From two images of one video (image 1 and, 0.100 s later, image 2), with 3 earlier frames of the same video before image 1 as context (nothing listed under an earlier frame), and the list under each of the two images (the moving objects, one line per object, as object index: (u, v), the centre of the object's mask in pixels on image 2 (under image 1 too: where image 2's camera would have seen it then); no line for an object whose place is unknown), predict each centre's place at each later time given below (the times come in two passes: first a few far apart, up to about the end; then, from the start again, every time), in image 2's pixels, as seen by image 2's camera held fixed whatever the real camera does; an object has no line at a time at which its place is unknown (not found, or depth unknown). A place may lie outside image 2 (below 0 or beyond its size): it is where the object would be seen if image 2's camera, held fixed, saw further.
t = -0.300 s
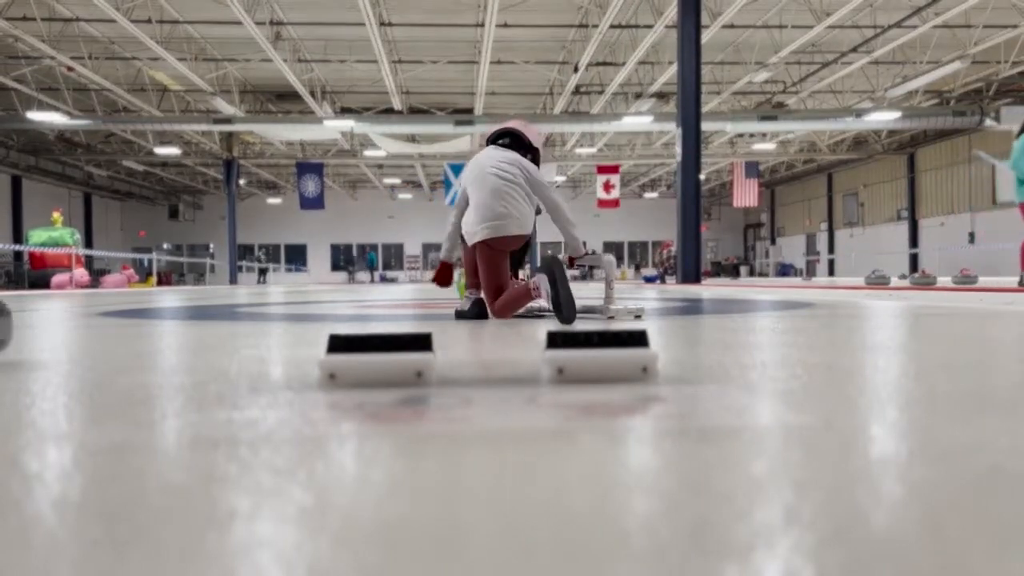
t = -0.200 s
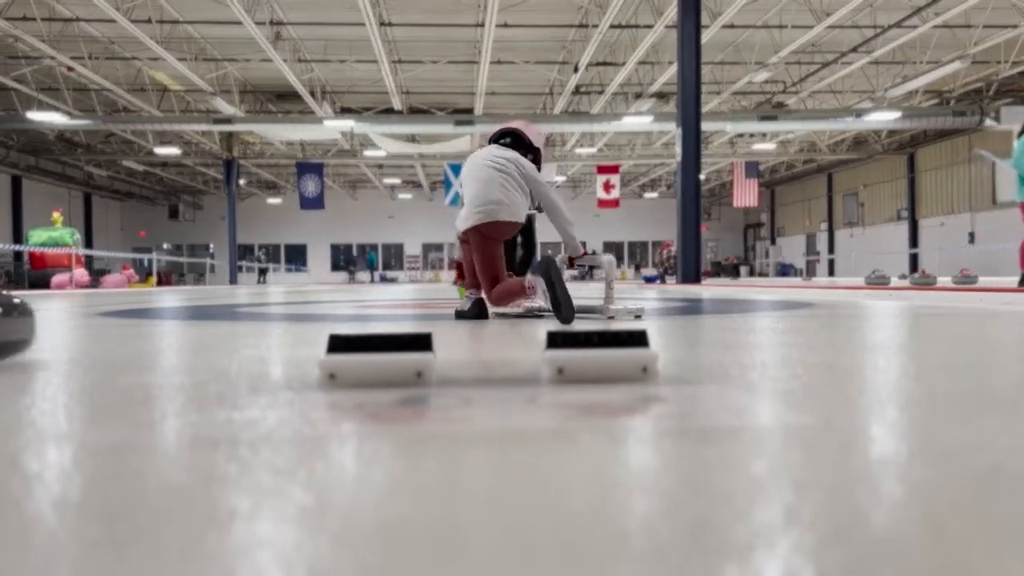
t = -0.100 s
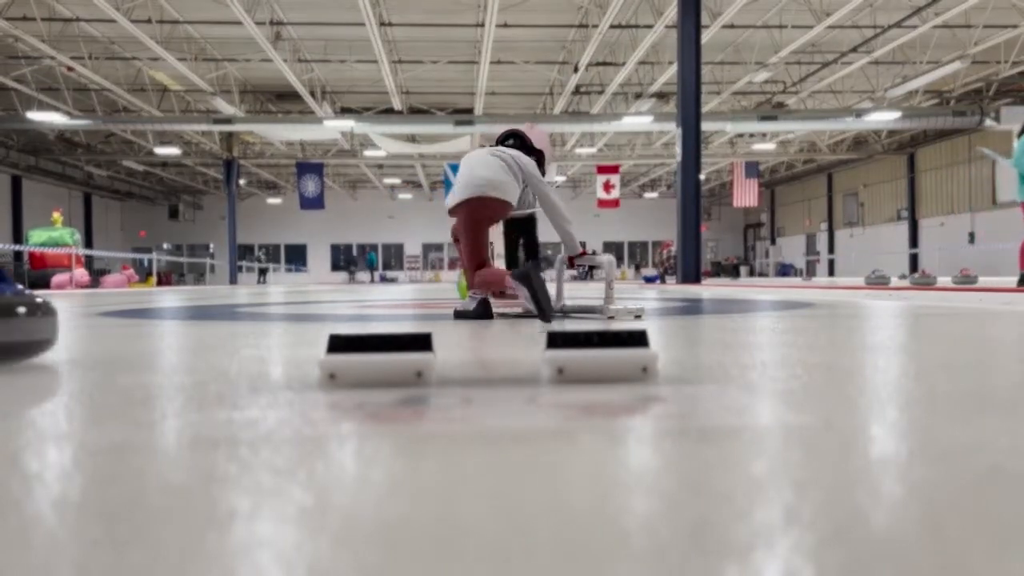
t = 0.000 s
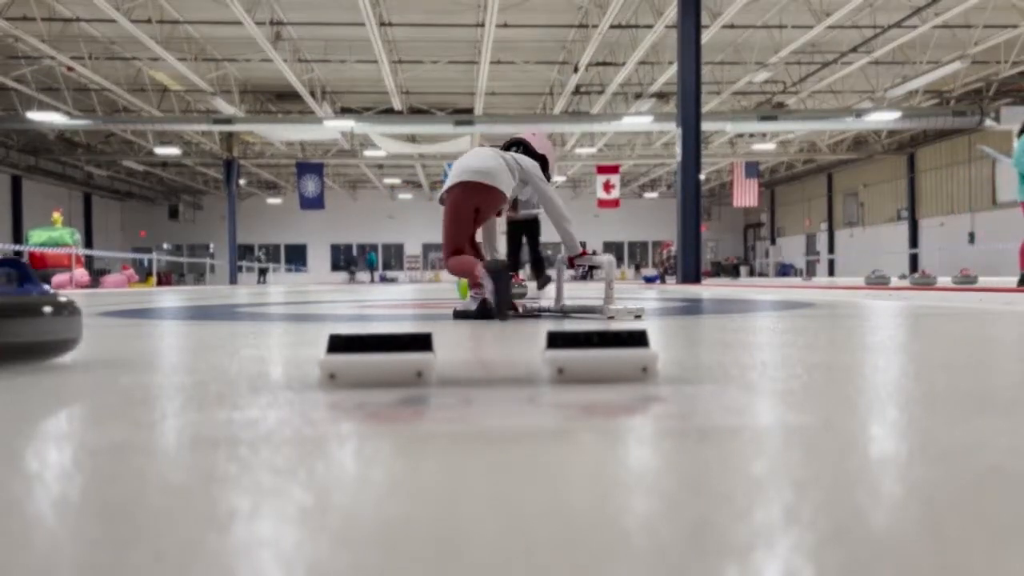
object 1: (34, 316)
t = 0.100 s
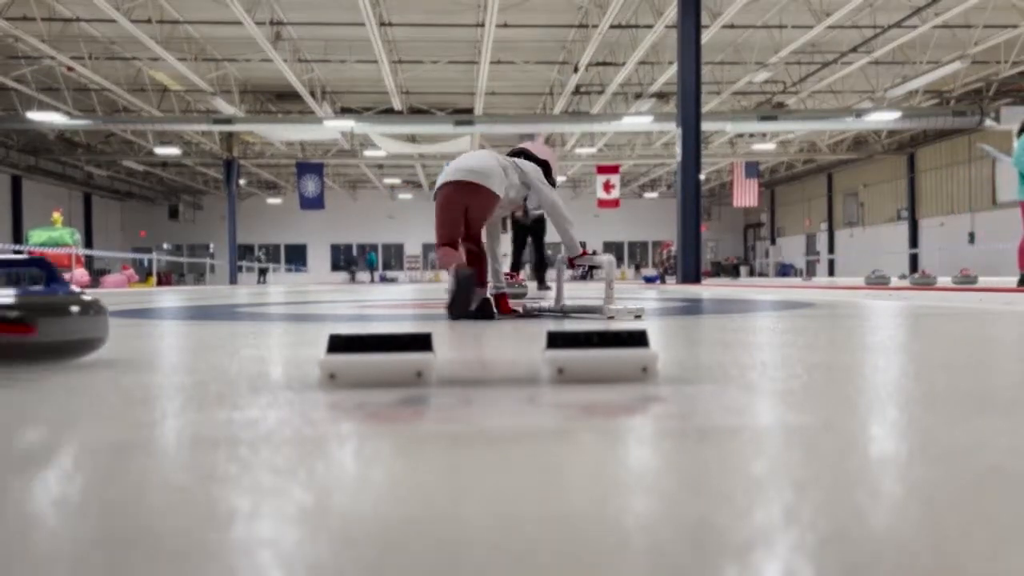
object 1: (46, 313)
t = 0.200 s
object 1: (58, 311)
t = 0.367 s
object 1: (89, 314)
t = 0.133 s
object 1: (50, 313)
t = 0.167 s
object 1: (54, 312)
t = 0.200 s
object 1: (58, 311)
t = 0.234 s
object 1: (61, 311)
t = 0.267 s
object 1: (65, 310)
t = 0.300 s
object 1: (72, 312)
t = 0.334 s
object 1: (78, 313)
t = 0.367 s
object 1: (89, 314)
